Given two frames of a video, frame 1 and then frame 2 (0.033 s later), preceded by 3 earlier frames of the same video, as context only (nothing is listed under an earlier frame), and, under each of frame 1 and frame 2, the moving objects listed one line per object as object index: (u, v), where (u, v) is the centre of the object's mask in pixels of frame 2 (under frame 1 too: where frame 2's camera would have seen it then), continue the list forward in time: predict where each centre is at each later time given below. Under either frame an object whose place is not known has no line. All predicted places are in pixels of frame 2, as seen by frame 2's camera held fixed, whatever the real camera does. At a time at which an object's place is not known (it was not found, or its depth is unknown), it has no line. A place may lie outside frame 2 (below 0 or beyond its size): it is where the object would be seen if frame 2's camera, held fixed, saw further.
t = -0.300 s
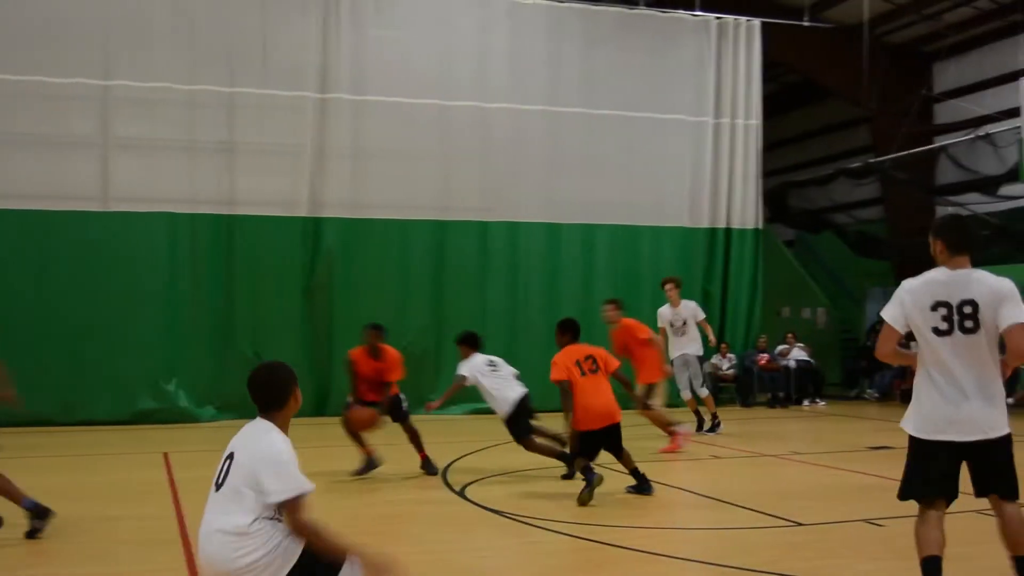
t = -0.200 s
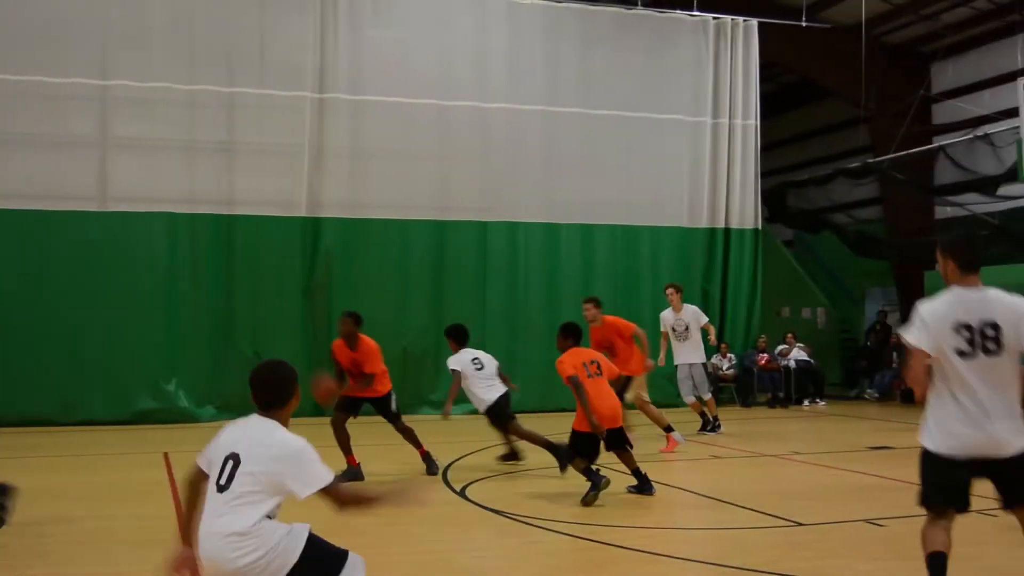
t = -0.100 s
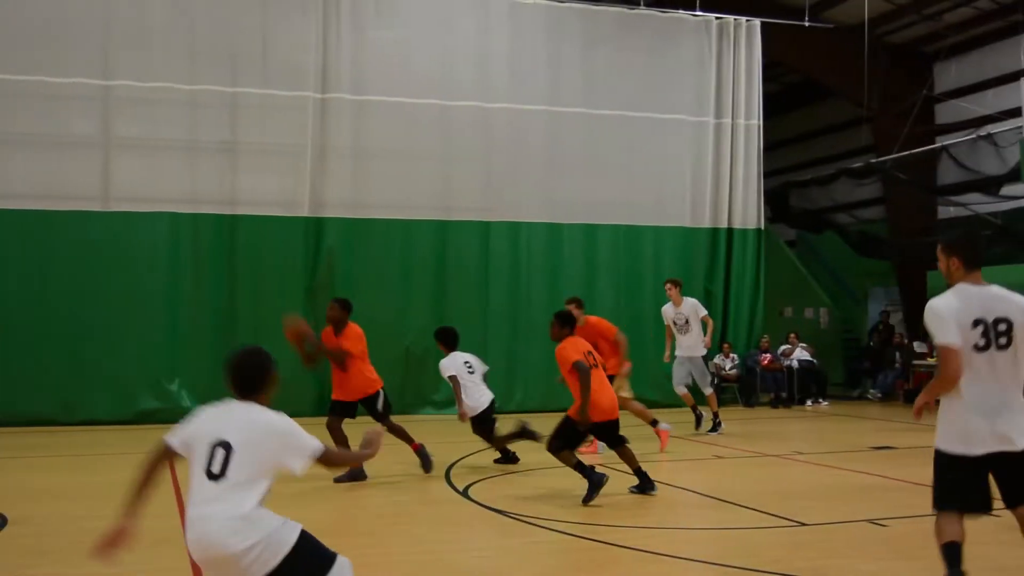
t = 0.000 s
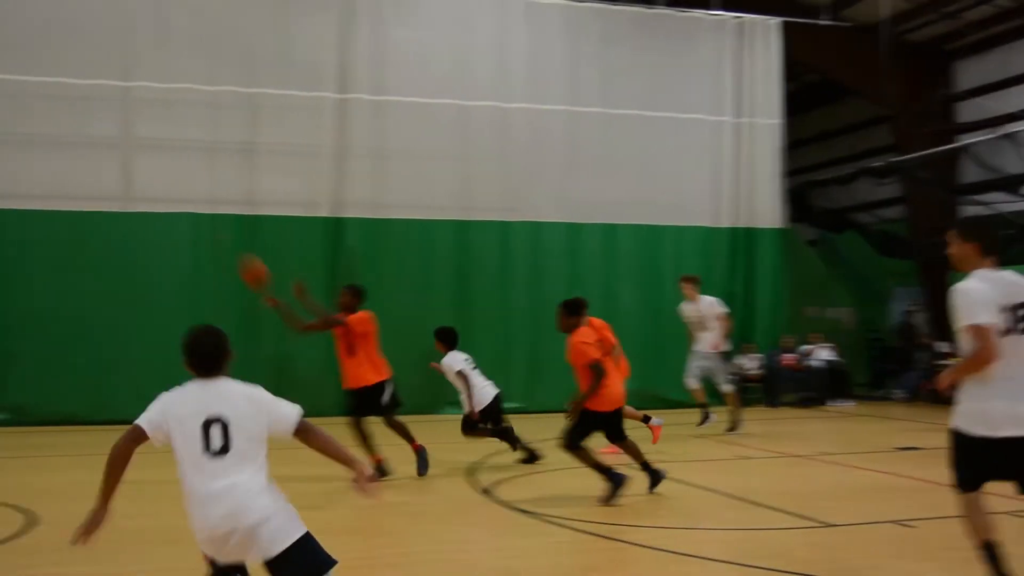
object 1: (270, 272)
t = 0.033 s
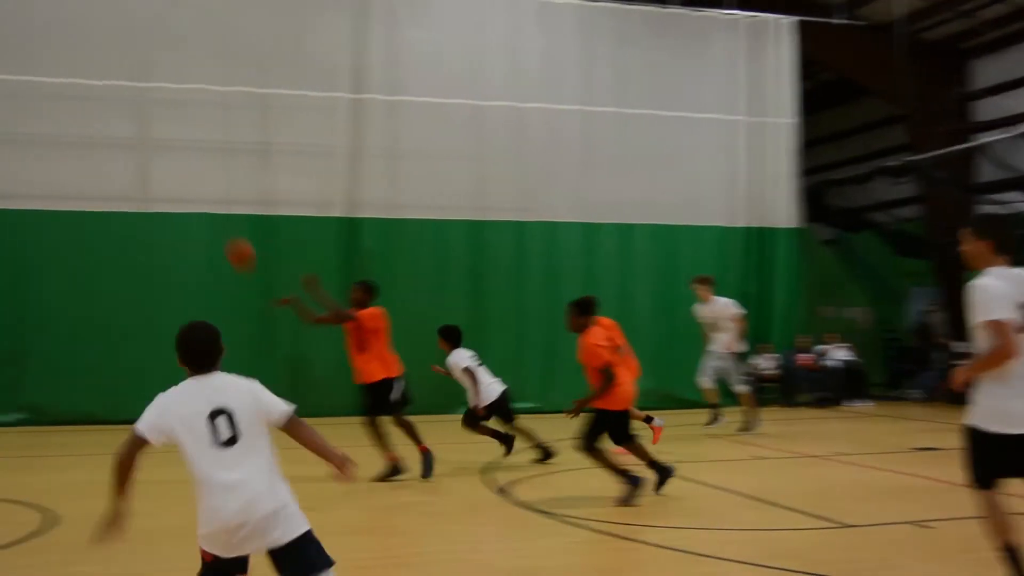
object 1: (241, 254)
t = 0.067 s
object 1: (211, 237)
